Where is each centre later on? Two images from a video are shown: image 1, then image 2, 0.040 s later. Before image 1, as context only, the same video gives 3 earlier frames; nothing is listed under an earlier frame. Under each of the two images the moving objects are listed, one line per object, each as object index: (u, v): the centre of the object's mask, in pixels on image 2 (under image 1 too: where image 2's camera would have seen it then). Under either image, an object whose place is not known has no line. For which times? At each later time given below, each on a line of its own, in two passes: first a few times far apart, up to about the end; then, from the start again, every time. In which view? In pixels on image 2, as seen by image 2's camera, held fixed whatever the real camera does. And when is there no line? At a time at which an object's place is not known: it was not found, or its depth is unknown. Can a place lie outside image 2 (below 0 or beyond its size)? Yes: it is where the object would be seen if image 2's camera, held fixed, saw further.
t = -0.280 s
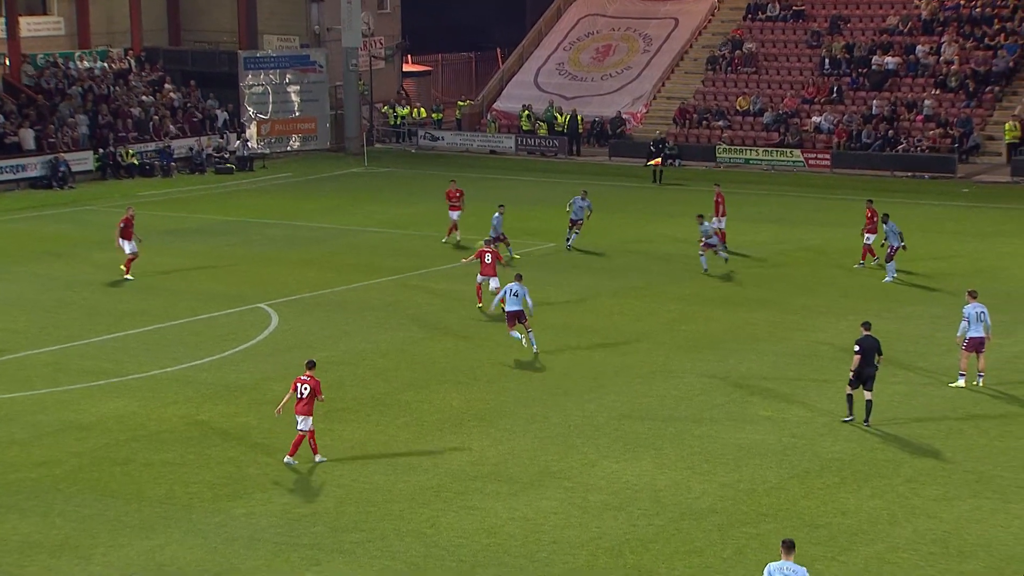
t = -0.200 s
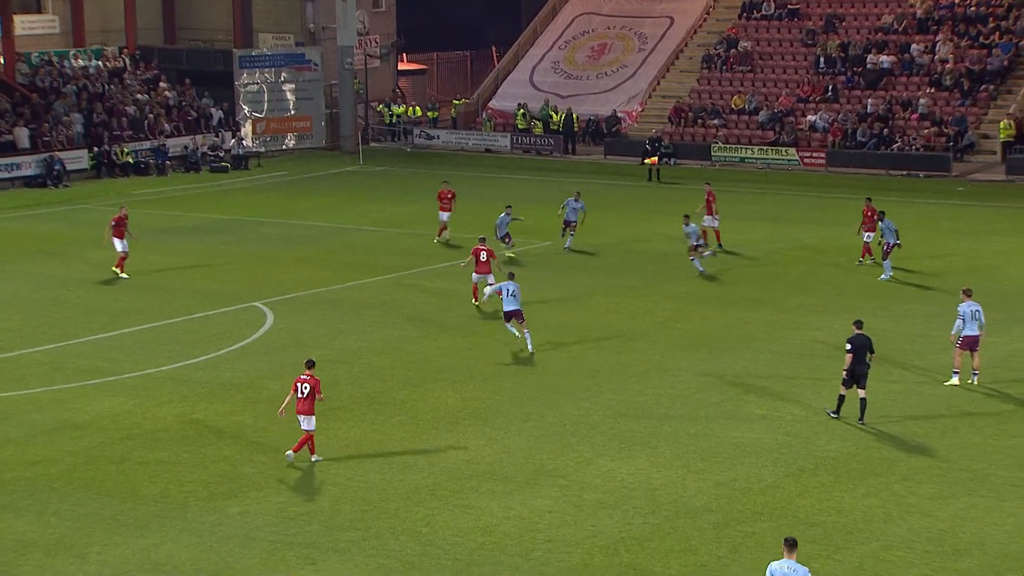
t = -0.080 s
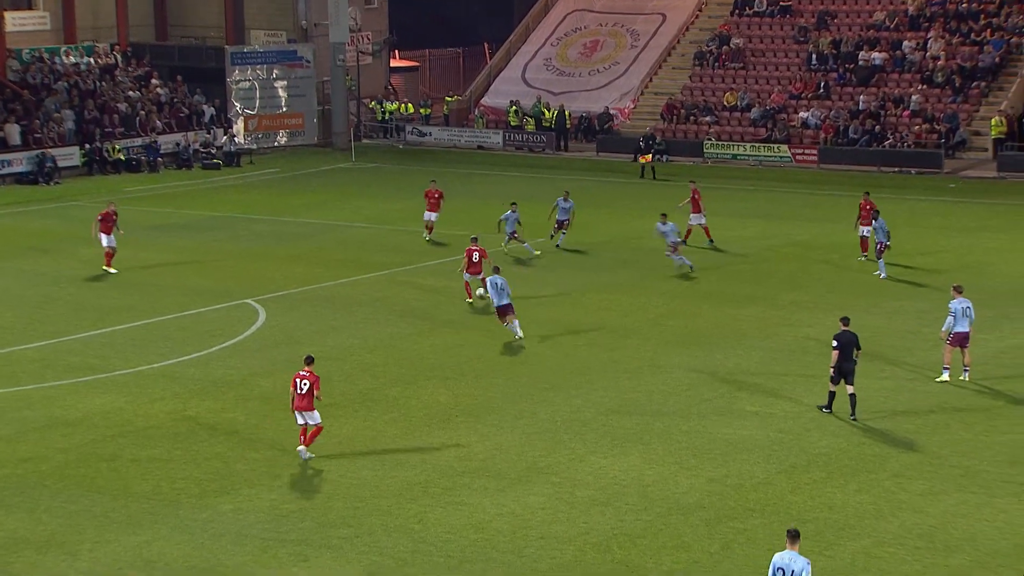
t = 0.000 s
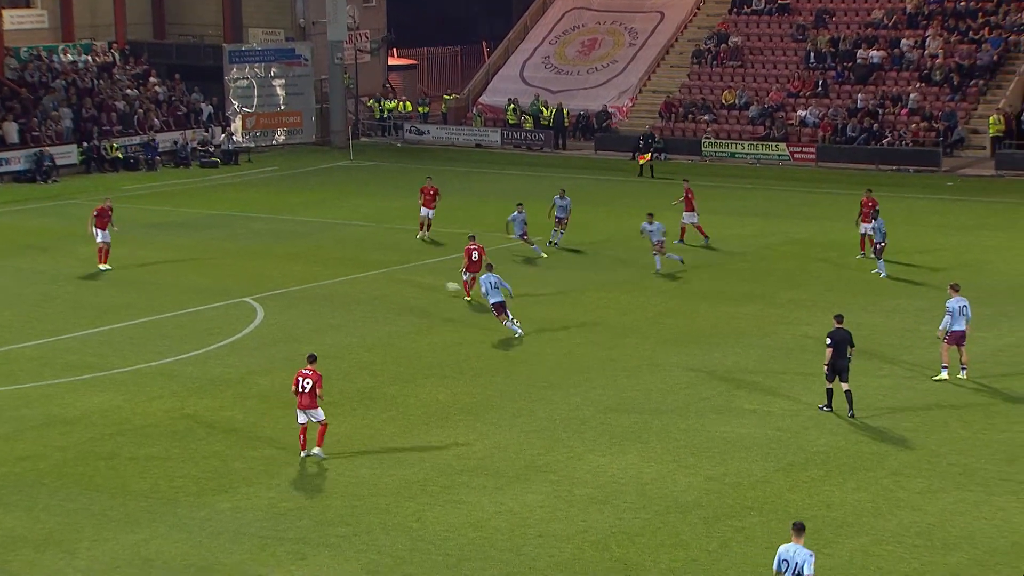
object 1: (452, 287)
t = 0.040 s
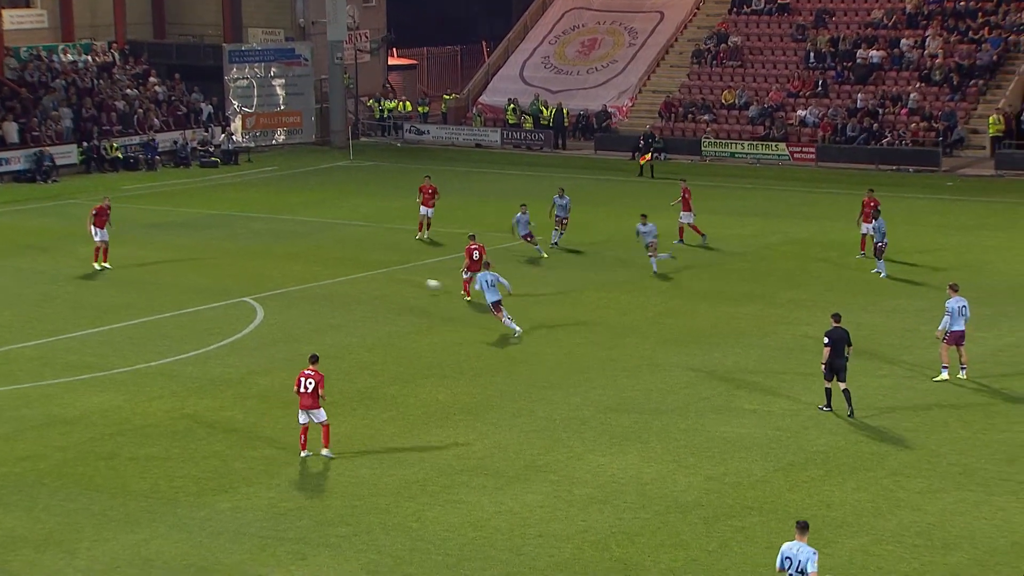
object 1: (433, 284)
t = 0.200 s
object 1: (354, 281)
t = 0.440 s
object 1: (252, 272)
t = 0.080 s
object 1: (413, 282)
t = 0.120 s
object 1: (393, 280)
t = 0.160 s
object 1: (374, 280)
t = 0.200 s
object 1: (354, 281)
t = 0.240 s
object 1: (336, 282)
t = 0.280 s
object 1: (317, 281)
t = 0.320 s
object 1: (301, 277)
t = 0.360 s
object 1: (285, 275)
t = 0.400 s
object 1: (269, 274)
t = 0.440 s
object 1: (252, 272)
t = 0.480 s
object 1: (236, 272)
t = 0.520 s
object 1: (220, 272)
